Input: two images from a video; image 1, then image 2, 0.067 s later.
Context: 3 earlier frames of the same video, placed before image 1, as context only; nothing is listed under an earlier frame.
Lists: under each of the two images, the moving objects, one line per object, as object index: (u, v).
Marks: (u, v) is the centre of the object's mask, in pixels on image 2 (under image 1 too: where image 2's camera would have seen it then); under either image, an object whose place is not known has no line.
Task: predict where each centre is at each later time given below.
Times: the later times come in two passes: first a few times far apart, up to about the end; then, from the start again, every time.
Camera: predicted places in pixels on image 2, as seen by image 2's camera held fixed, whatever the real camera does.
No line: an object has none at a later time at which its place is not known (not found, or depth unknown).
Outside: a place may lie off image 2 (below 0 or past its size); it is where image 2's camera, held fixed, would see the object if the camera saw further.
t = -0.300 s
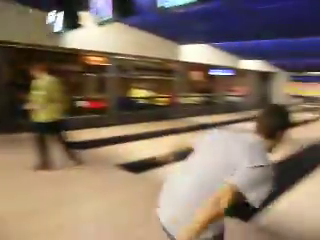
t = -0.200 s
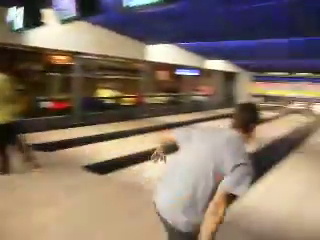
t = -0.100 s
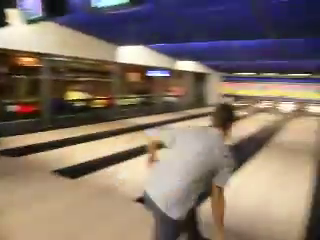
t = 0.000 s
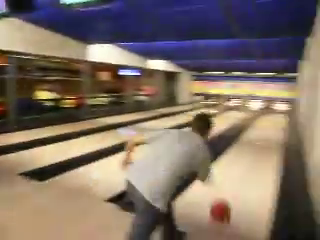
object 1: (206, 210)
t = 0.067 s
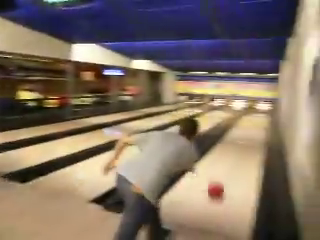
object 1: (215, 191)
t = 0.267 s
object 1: (233, 155)
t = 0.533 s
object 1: (244, 135)
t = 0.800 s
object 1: (251, 124)
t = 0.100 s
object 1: (219, 182)
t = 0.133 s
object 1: (223, 176)
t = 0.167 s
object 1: (226, 170)
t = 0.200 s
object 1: (229, 163)
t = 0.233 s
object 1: (231, 159)
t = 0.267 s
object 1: (233, 155)
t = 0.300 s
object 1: (235, 151)
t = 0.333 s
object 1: (238, 148)
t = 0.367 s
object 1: (239, 146)
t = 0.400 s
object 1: (240, 143)
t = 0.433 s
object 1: (241, 140)
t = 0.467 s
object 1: (242, 138)
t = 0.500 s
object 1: (244, 137)
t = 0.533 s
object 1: (244, 135)
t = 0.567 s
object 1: (246, 134)
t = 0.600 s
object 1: (246, 131)
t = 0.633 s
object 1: (247, 130)
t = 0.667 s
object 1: (248, 129)
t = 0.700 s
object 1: (249, 127)
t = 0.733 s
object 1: (249, 126)
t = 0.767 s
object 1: (250, 126)
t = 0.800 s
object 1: (251, 124)
